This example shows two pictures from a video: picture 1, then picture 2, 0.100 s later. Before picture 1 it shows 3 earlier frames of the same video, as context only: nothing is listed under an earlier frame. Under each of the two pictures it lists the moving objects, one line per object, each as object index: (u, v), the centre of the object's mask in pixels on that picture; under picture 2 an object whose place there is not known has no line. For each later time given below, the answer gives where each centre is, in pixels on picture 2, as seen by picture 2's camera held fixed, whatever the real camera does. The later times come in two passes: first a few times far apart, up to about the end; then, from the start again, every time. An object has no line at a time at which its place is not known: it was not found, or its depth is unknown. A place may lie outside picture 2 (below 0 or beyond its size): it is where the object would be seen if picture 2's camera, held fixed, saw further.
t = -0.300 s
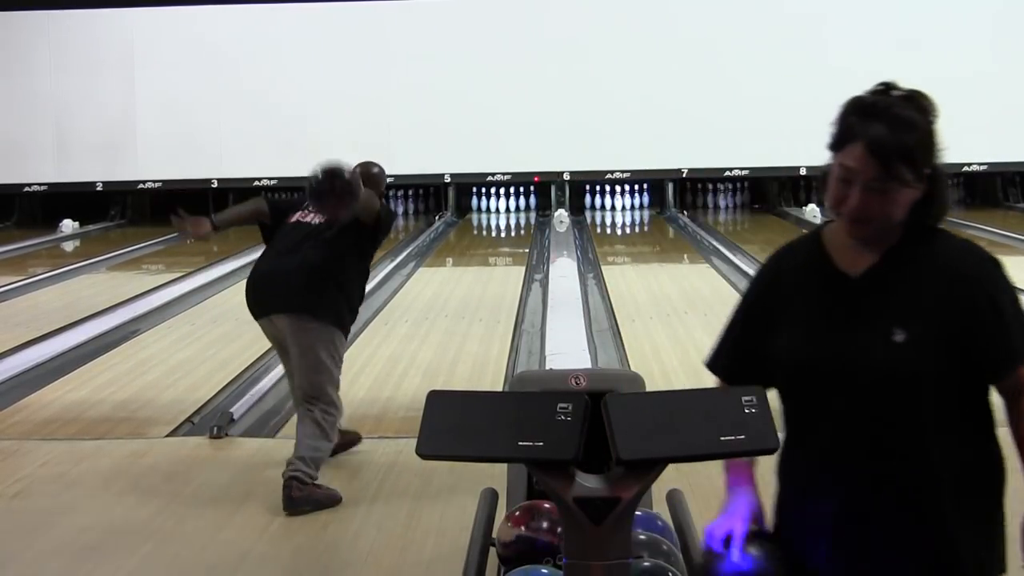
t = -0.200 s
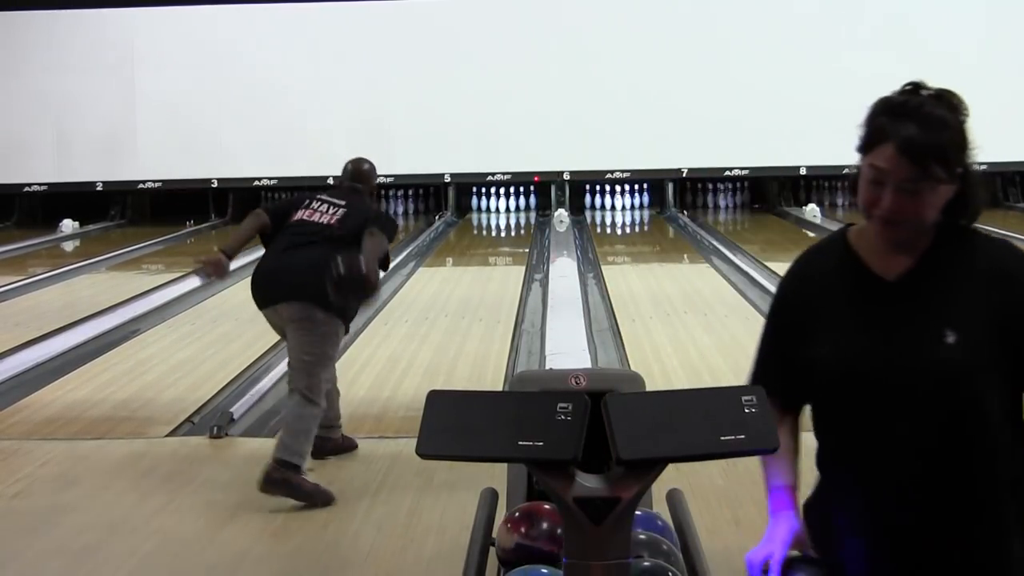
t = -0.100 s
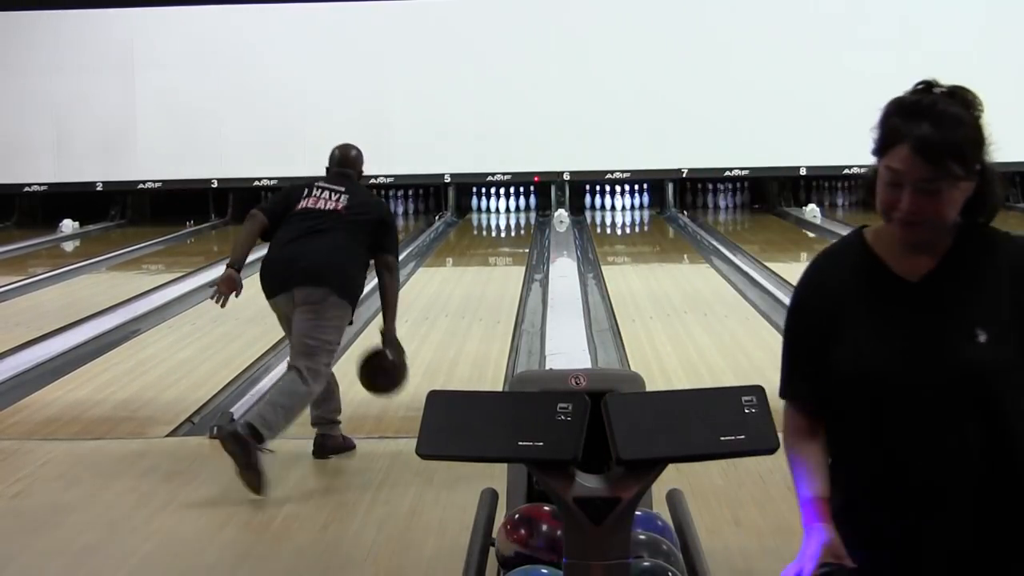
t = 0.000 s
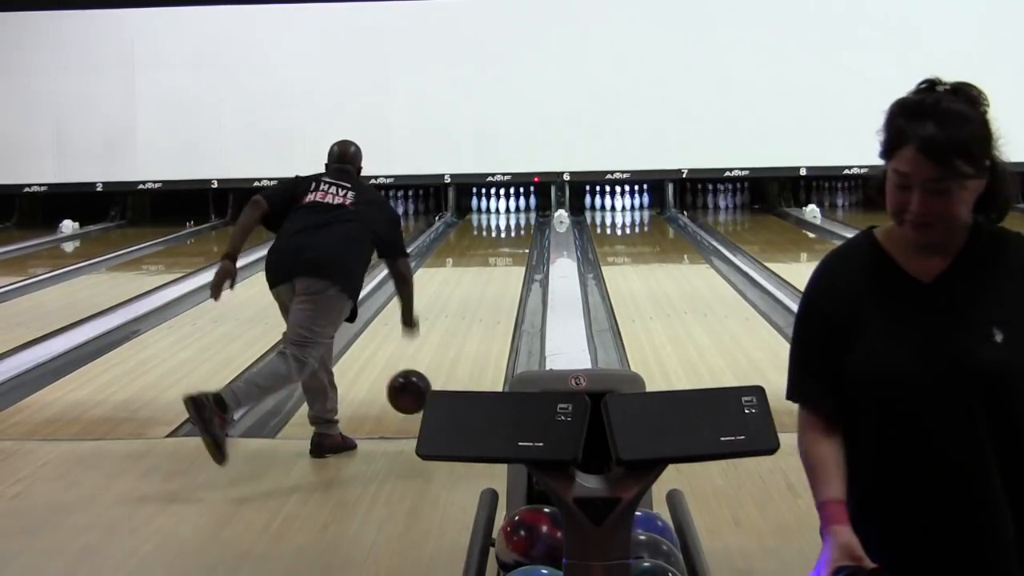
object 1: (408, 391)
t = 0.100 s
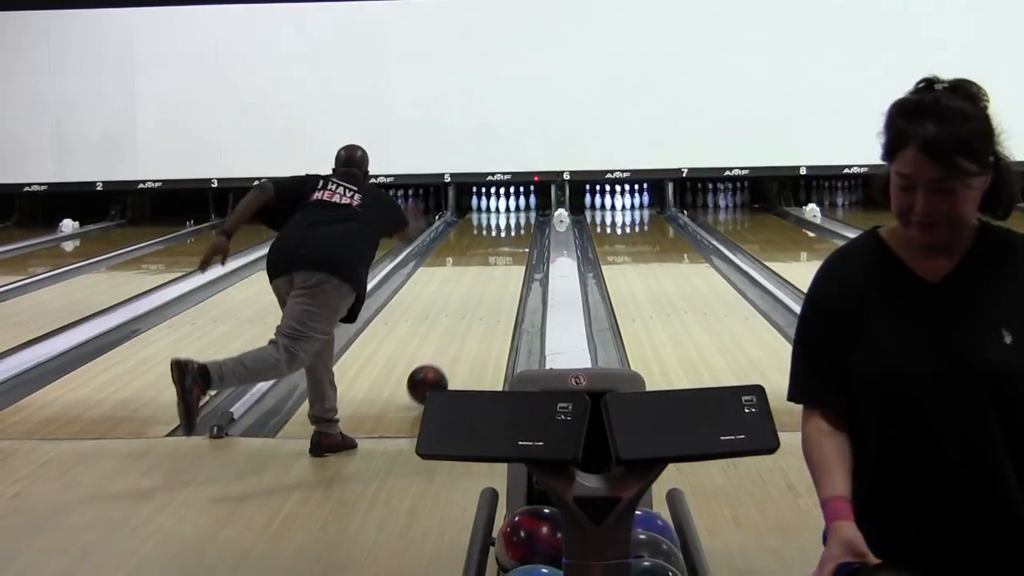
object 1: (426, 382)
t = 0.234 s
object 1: (445, 357)
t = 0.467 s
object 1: (469, 318)
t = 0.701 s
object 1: (485, 291)
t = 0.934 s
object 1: (496, 270)
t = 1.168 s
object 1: (505, 254)
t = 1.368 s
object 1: (510, 243)
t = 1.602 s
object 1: (513, 232)
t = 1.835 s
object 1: (516, 224)
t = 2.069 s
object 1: (516, 217)
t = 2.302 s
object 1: (514, 211)
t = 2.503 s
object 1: (512, 207)
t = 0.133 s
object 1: (432, 375)
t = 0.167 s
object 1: (437, 371)
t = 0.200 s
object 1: (441, 364)
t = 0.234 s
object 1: (445, 357)
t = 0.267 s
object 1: (449, 350)
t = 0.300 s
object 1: (453, 344)
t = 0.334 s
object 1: (457, 338)
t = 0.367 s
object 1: (460, 332)
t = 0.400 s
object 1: (463, 327)
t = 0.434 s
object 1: (466, 322)
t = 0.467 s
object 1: (469, 318)
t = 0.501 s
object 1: (471, 313)
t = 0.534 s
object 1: (474, 309)
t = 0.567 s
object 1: (477, 305)
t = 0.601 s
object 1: (479, 301)
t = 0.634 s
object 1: (481, 298)
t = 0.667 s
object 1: (483, 294)
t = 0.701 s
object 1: (485, 291)
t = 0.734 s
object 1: (487, 288)
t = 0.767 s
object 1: (489, 284)
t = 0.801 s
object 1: (490, 281)
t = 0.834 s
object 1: (492, 278)
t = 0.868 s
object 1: (494, 276)
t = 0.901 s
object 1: (495, 273)
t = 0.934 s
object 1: (496, 270)
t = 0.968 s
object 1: (498, 268)
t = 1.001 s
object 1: (499, 265)
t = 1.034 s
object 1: (500, 262)
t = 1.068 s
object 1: (502, 260)
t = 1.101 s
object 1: (502, 258)
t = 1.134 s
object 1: (504, 256)
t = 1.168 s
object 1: (505, 254)
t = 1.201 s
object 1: (506, 252)
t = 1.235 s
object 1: (507, 250)
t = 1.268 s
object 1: (507, 248)
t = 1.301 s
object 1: (508, 246)
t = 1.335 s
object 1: (509, 245)
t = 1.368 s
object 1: (510, 243)
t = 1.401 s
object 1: (510, 241)
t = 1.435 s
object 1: (511, 239)
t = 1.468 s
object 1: (512, 238)
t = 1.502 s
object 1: (512, 236)
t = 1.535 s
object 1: (513, 235)
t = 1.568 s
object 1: (514, 233)
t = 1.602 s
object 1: (513, 232)
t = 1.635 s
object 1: (514, 230)
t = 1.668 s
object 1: (514, 229)
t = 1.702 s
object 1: (515, 228)
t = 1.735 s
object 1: (515, 227)
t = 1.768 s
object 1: (515, 226)
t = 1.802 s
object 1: (516, 225)
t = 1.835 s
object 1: (516, 224)
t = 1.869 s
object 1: (516, 223)
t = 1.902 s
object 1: (517, 221)
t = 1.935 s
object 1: (517, 220)
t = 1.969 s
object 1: (516, 220)
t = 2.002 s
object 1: (516, 219)
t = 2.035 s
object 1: (516, 217)
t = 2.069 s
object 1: (516, 217)
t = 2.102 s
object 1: (516, 216)
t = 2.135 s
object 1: (516, 215)
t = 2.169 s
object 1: (515, 214)
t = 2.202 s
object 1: (515, 213)
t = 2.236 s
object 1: (515, 212)
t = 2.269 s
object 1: (515, 211)
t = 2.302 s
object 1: (514, 211)
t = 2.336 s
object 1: (514, 210)
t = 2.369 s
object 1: (514, 210)
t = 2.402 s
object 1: (513, 209)
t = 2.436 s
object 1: (513, 209)
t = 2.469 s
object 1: (512, 208)
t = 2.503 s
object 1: (512, 207)
